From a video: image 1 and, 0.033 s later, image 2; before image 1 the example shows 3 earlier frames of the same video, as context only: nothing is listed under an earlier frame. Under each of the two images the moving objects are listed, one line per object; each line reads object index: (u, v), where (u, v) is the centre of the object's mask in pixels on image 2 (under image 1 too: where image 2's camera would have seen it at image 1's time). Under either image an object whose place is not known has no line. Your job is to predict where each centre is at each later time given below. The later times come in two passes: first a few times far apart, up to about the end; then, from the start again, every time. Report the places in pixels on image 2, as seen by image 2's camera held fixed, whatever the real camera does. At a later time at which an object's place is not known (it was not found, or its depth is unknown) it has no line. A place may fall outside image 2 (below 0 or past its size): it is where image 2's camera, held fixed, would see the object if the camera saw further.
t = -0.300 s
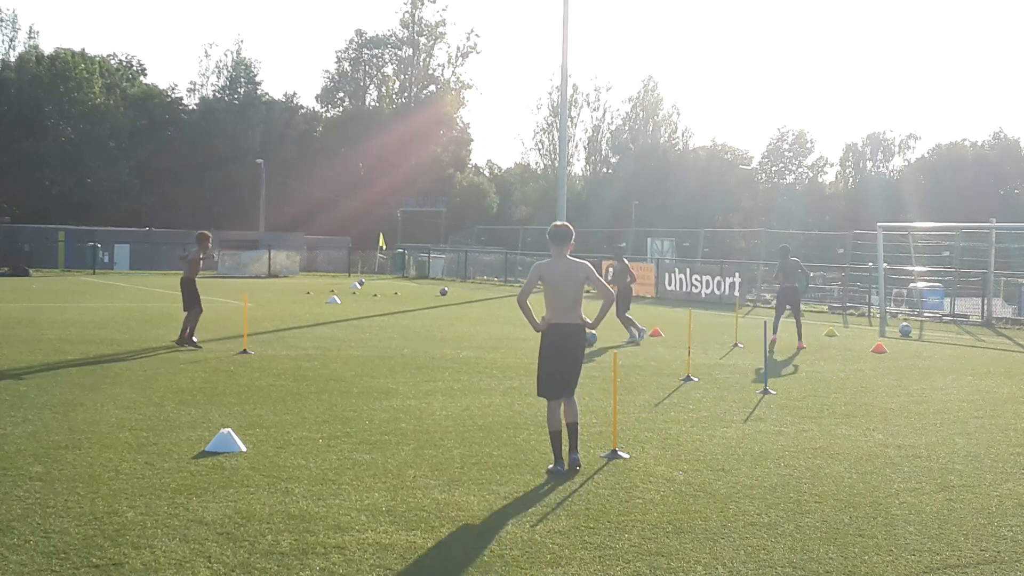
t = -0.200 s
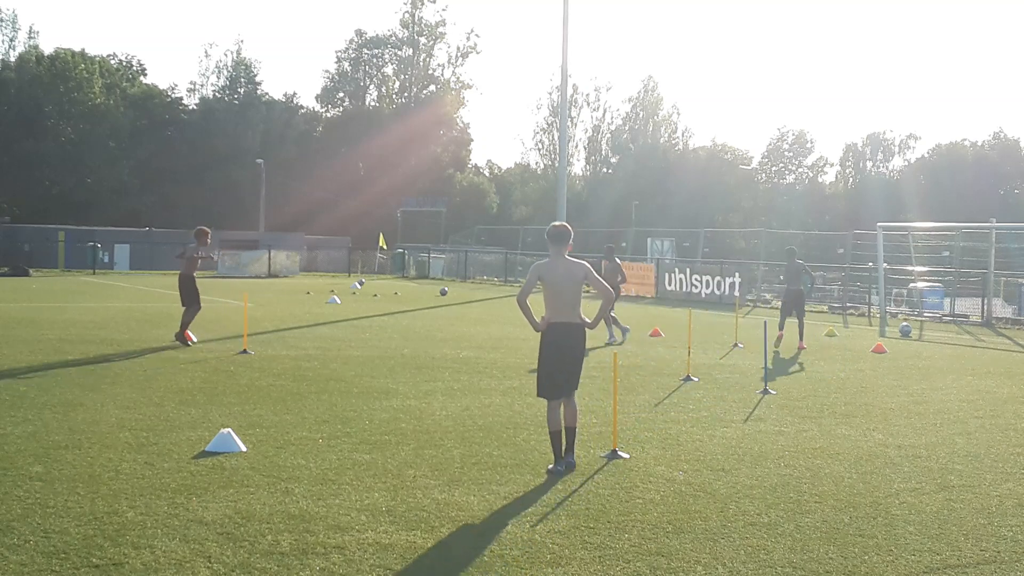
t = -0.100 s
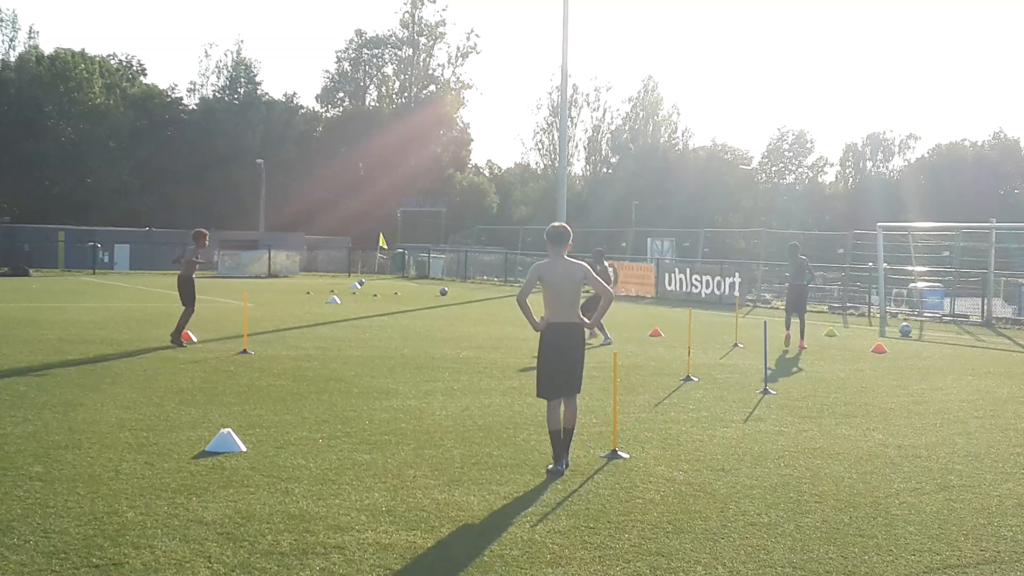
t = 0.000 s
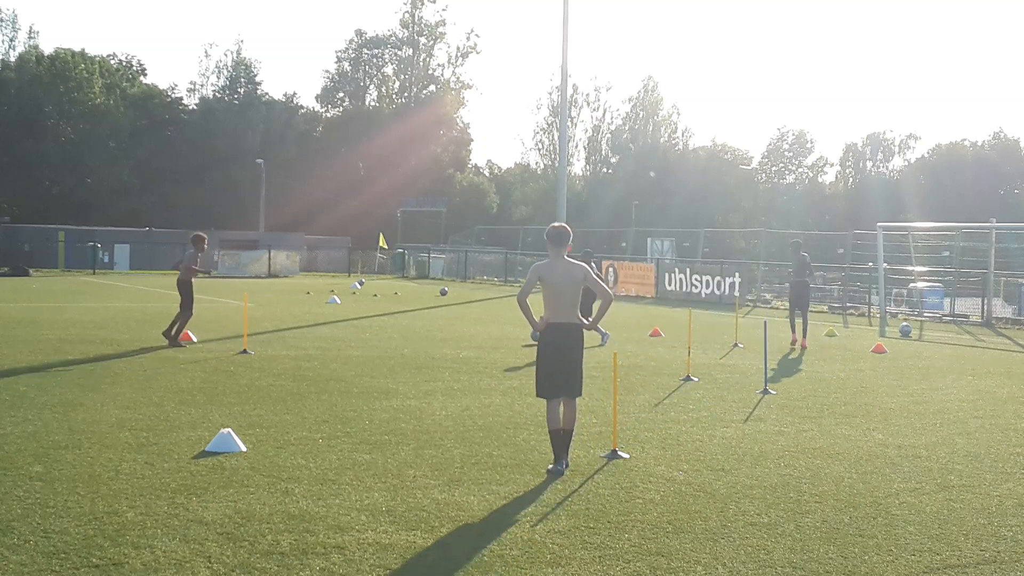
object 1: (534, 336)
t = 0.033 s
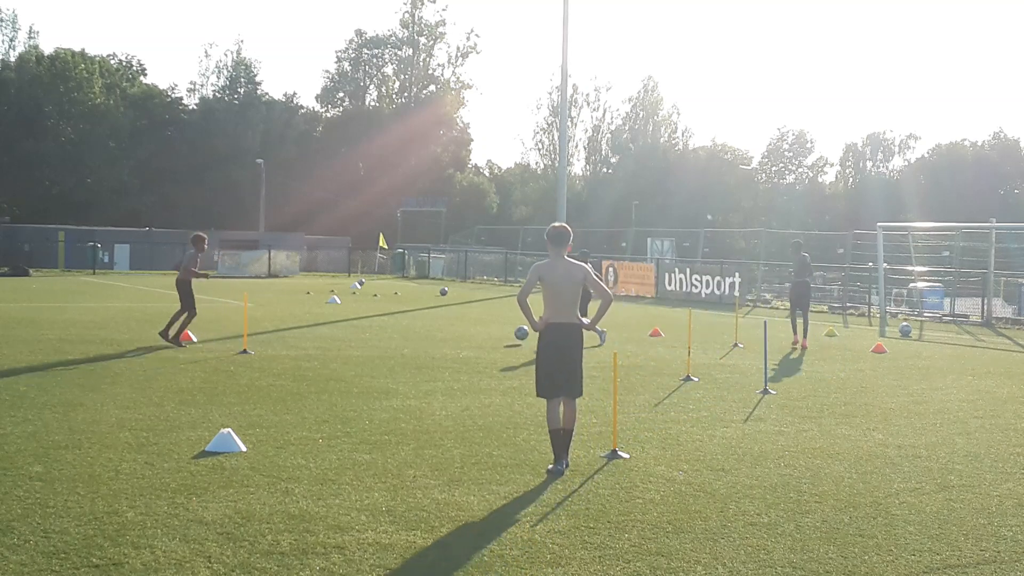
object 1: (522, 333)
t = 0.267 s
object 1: (409, 335)
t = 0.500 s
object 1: (315, 337)
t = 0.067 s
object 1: (505, 331)
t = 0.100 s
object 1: (489, 331)
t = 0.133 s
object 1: (472, 331)
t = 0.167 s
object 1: (456, 333)
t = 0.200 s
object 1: (439, 335)
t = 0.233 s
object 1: (422, 338)
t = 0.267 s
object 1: (409, 335)
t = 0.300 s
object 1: (396, 333)
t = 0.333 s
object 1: (383, 331)
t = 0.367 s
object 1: (369, 331)
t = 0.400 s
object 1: (356, 331)
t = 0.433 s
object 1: (342, 332)
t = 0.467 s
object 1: (329, 334)
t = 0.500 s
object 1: (315, 337)
